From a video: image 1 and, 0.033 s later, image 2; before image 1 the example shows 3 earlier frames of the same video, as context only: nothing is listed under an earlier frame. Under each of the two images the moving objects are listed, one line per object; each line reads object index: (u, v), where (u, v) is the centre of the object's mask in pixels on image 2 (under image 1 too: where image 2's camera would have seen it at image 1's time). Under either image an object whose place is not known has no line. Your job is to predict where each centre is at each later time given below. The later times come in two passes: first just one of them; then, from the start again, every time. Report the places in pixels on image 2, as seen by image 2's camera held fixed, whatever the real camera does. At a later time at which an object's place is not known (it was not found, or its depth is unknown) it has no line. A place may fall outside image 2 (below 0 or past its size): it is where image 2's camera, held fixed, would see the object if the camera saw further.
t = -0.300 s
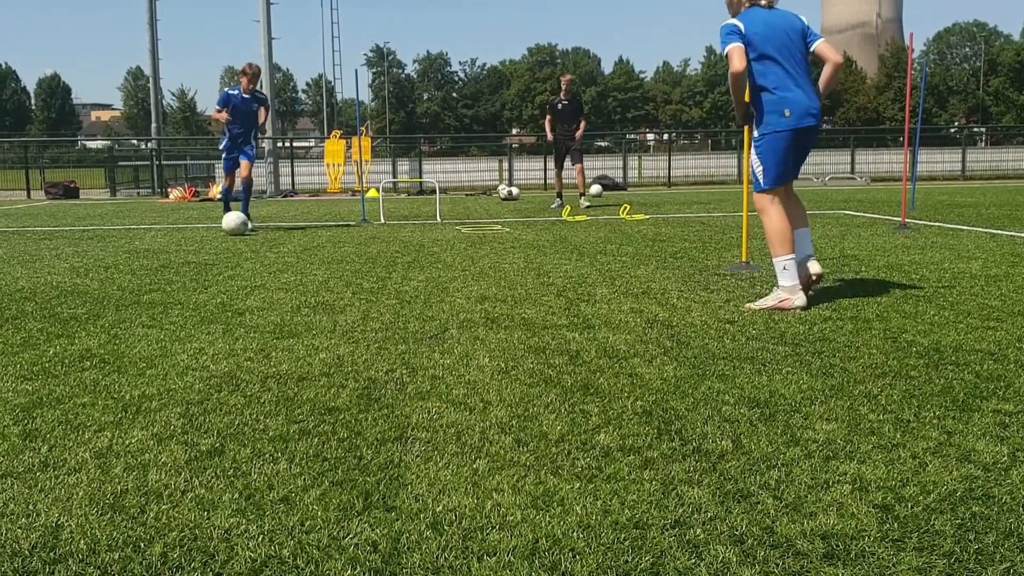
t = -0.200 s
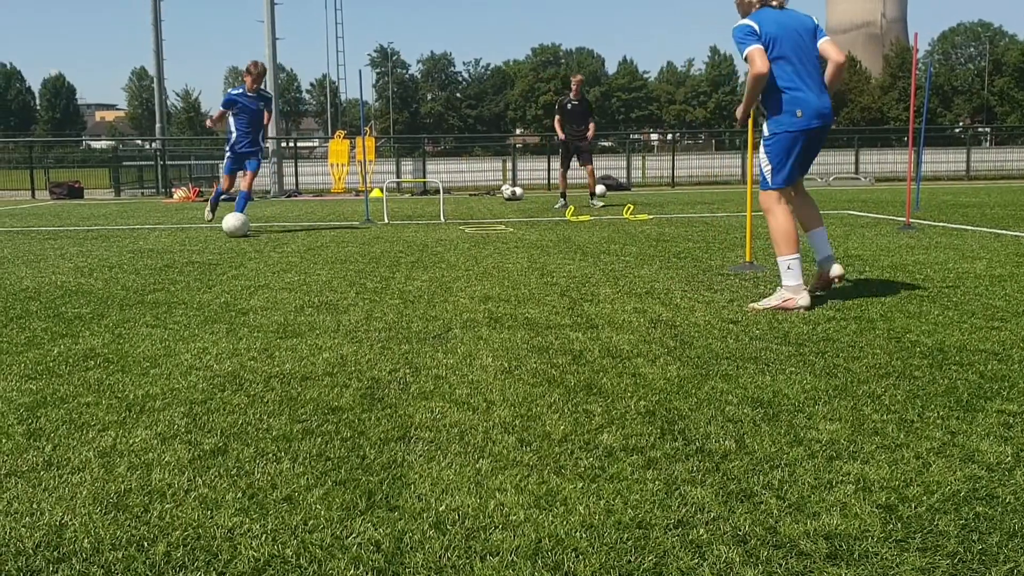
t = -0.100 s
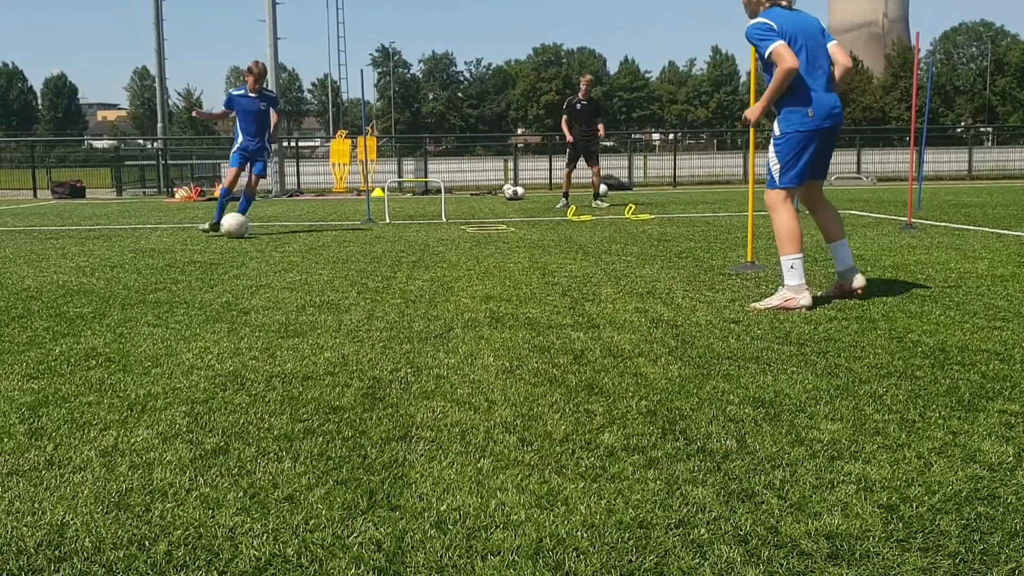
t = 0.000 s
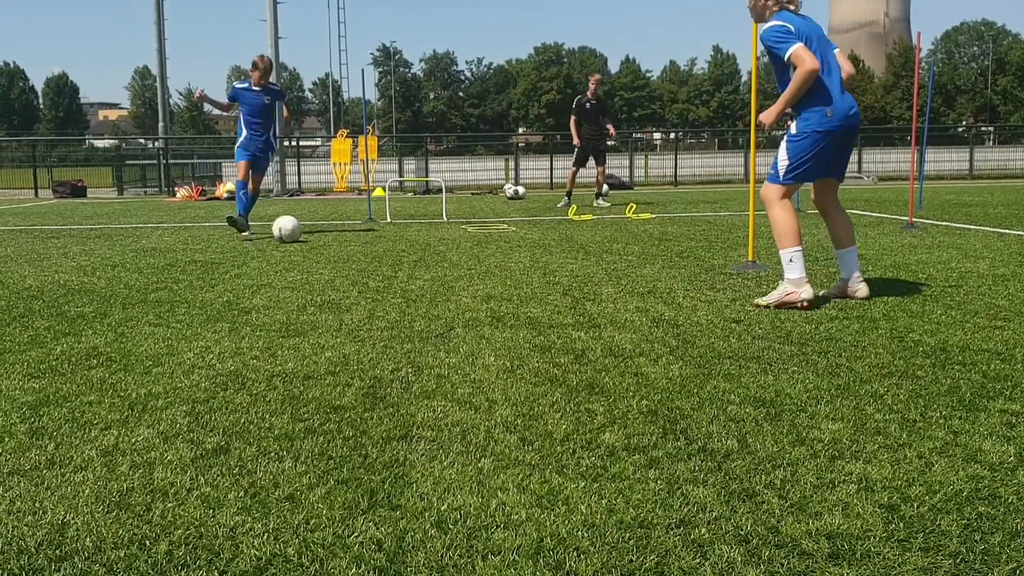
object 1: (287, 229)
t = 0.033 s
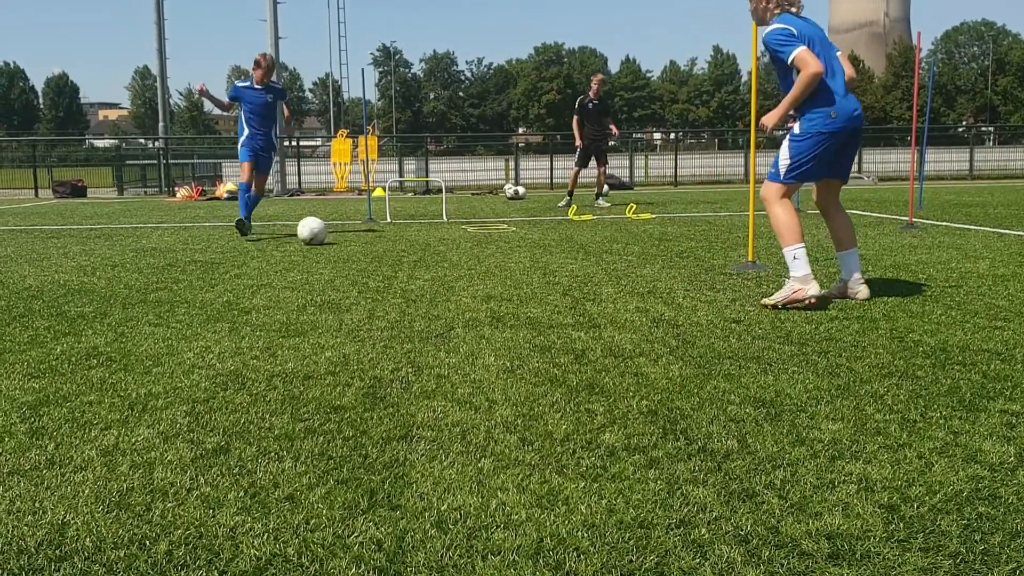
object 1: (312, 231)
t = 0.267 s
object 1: (510, 243)
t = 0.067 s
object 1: (338, 233)
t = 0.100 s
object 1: (365, 235)
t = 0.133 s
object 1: (393, 237)
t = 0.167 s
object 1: (420, 238)
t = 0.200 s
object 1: (450, 241)
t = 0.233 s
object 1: (480, 241)
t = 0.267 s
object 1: (510, 243)
